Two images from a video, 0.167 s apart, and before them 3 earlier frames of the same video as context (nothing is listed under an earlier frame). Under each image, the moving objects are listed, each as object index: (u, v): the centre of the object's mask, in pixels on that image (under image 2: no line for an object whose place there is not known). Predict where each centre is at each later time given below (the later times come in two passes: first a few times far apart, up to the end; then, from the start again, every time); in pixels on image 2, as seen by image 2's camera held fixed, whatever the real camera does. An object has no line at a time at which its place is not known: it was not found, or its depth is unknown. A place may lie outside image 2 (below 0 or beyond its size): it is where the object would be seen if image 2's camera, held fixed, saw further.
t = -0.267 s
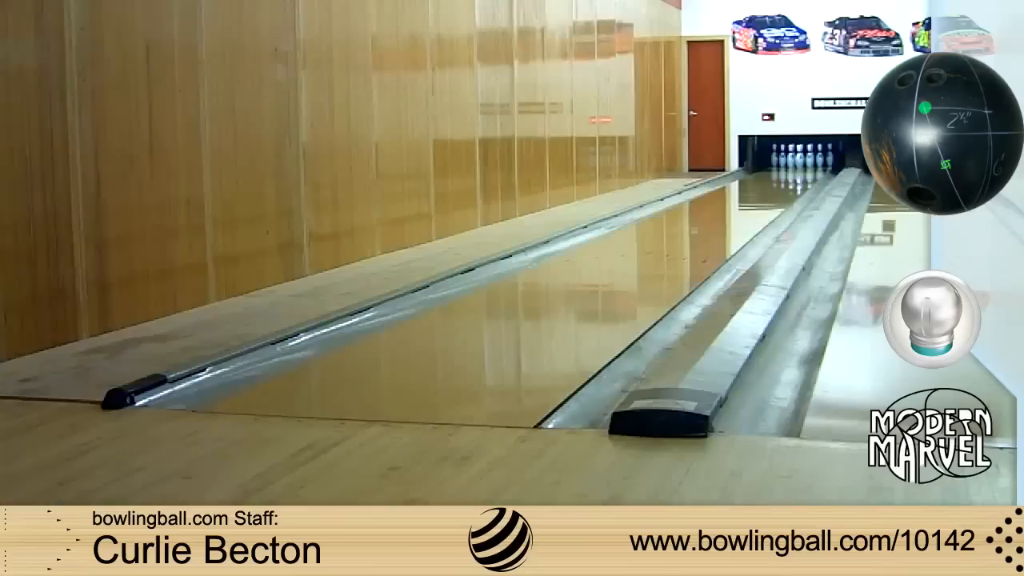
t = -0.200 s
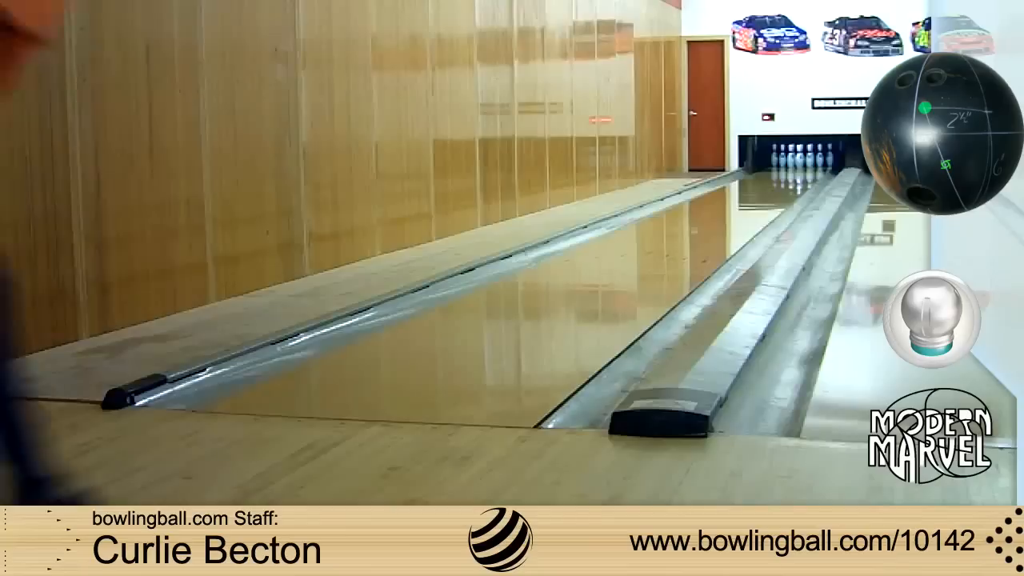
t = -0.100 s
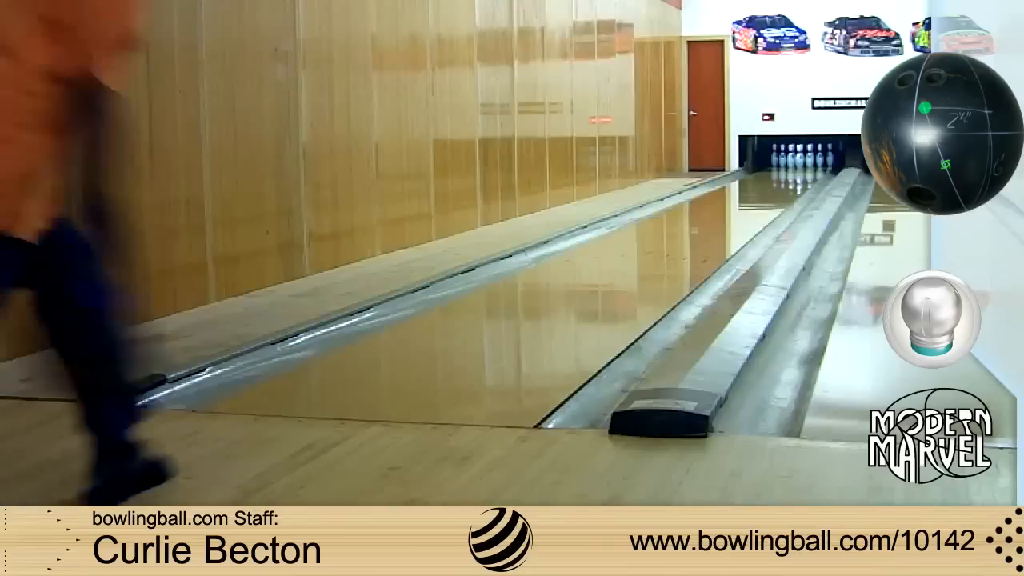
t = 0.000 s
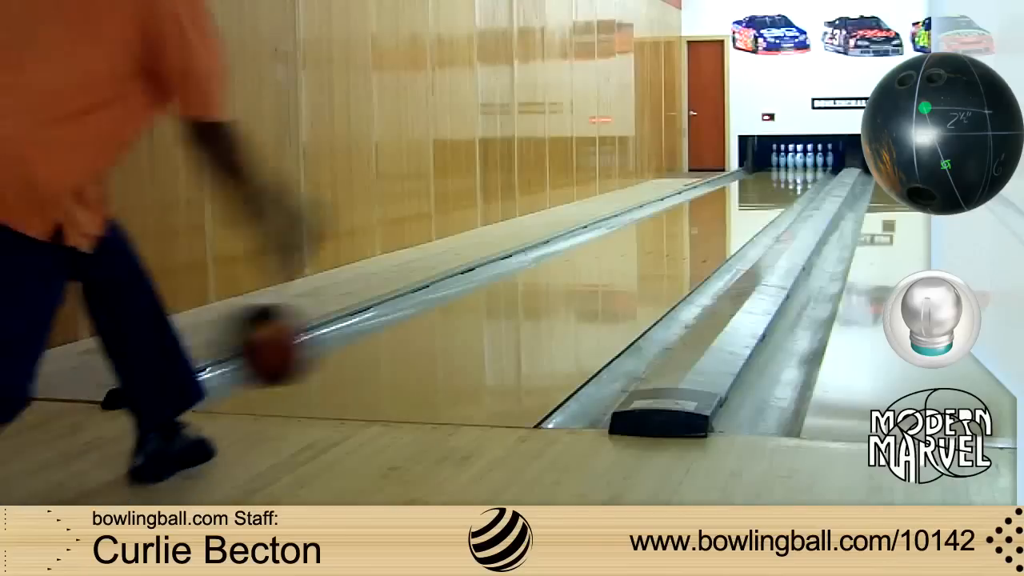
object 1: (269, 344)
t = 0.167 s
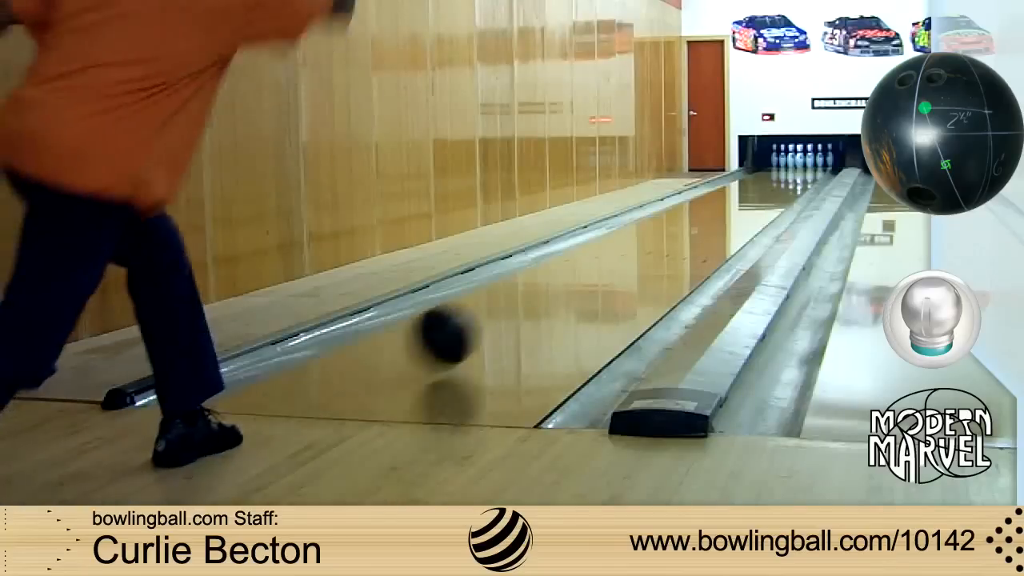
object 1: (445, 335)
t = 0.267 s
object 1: (509, 311)
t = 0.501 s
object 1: (611, 264)
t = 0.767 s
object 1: (679, 232)
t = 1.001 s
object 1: (718, 213)
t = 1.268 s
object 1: (748, 198)
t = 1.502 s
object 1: (767, 188)
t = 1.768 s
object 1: (784, 180)
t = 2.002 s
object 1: (794, 174)
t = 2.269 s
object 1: (800, 169)
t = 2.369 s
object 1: (801, 167)
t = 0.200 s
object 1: (468, 324)
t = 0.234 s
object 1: (490, 316)
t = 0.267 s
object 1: (509, 311)
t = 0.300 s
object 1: (528, 303)
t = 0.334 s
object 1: (544, 296)
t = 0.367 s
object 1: (559, 288)
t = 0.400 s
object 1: (574, 282)
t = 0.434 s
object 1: (587, 275)
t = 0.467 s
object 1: (599, 269)
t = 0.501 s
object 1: (611, 264)
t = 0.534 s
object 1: (621, 259)
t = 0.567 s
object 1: (631, 255)
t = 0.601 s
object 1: (640, 250)
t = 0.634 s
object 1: (649, 246)
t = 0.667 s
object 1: (657, 241)
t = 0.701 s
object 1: (665, 238)
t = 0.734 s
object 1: (672, 235)
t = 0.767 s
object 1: (679, 232)
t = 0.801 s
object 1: (685, 228)
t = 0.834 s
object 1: (691, 226)
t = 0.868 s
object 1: (697, 223)
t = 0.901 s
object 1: (703, 220)
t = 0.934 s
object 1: (708, 218)
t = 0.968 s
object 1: (713, 215)
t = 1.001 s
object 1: (718, 213)
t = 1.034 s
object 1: (722, 210)
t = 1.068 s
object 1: (727, 208)
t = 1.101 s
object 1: (730, 207)
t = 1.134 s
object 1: (734, 205)
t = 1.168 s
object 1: (738, 203)
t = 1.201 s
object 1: (742, 202)
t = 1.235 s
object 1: (745, 200)
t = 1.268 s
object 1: (748, 198)
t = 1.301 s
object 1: (751, 197)
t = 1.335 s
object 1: (754, 195)
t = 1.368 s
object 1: (757, 193)
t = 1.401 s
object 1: (760, 192)
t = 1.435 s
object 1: (761, 191)
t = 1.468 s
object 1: (765, 190)
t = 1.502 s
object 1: (767, 188)
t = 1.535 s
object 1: (770, 187)
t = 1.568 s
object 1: (772, 186)
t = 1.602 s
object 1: (773, 186)
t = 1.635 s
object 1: (776, 185)
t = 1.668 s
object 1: (777, 184)
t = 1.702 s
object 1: (780, 182)
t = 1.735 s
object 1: (782, 181)
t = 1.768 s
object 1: (784, 180)
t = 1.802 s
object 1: (785, 179)
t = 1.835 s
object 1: (786, 178)
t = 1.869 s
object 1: (788, 177)
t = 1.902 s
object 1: (790, 176)
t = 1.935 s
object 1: (791, 175)
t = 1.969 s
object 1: (793, 175)
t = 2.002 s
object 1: (794, 174)
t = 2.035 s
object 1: (795, 173)
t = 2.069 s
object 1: (796, 173)
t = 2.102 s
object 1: (798, 172)
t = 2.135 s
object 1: (798, 171)
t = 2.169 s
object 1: (799, 171)
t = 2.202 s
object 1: (799, 170)
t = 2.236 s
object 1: (800, 169)
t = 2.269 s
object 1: (800, 169)
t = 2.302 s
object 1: (801, 168)
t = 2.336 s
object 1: (801, 168)
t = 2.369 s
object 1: (801, 167)
